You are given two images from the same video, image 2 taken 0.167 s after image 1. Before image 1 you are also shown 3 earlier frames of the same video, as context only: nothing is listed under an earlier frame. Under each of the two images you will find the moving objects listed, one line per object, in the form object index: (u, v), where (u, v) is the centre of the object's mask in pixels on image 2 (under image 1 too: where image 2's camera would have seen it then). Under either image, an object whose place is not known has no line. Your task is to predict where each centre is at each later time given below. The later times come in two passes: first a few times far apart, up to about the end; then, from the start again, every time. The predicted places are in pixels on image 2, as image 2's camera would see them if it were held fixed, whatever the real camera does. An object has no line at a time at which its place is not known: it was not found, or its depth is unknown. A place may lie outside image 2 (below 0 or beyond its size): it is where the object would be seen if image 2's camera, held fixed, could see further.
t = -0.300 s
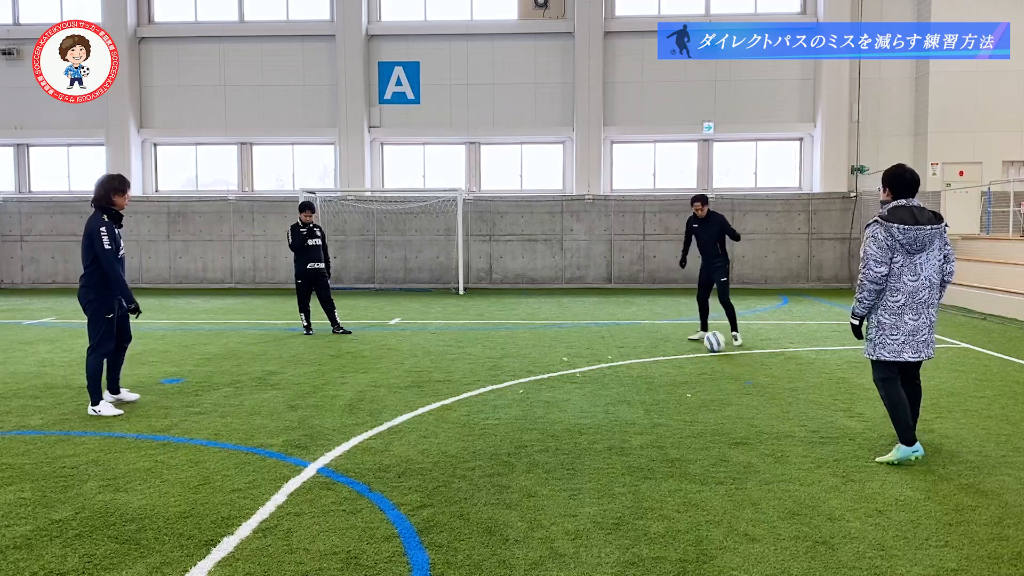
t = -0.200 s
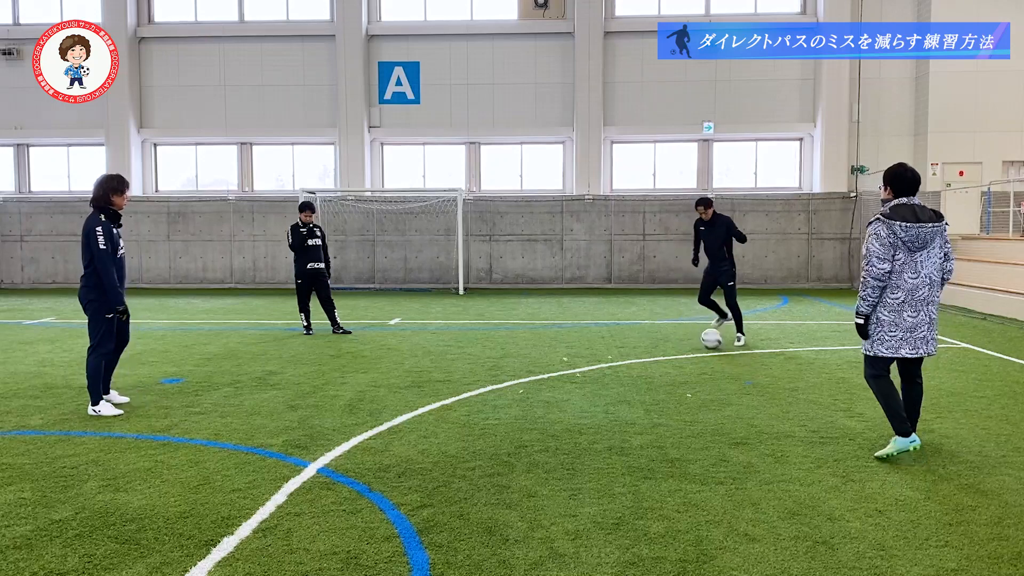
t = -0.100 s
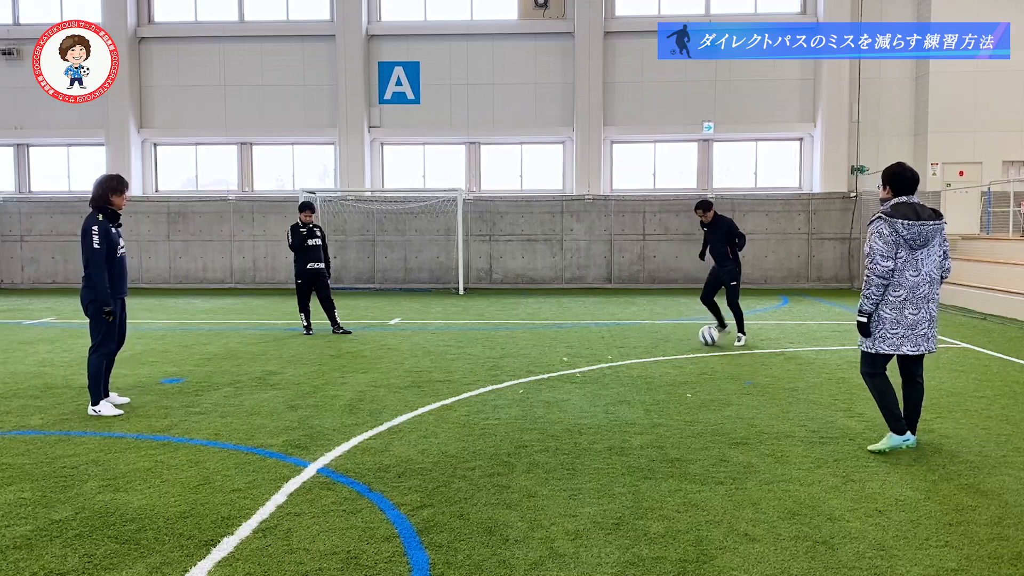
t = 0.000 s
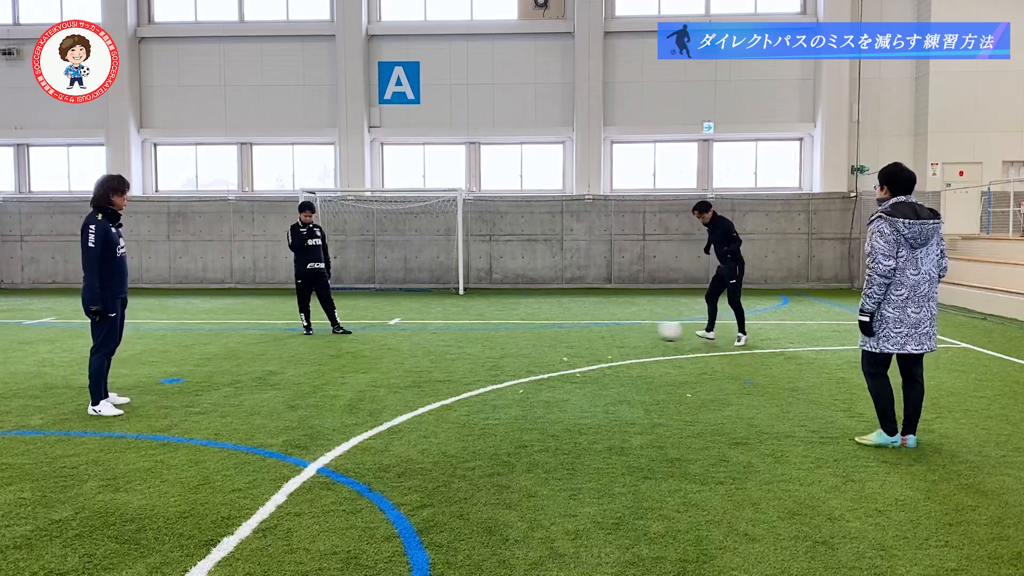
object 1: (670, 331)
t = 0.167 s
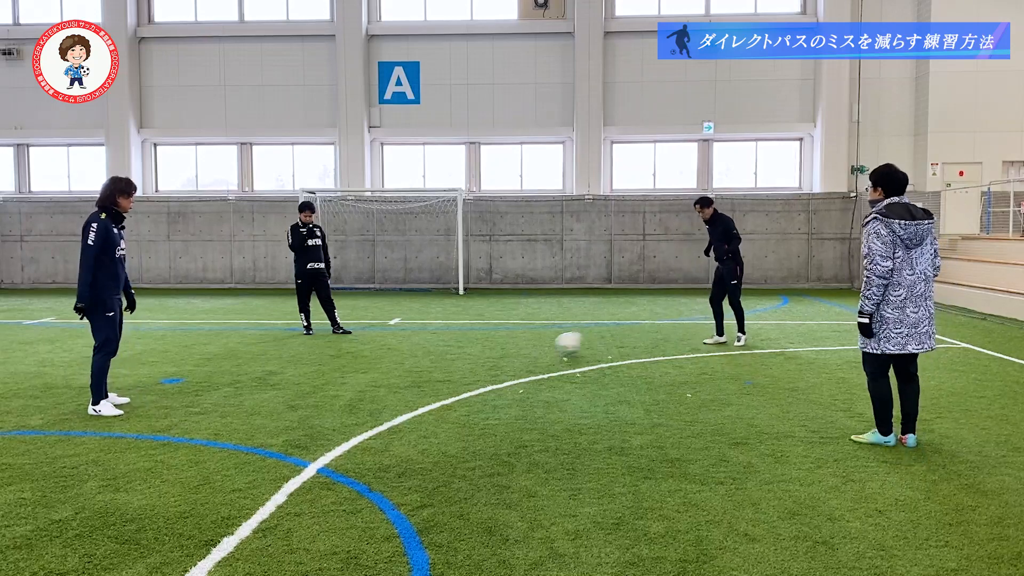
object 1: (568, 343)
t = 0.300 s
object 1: (490, 346)
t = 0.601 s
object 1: (312, 359)
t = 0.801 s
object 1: (197, 373)
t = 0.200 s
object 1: (547, 348)
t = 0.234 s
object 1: (528, 347)
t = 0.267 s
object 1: (509, 347)
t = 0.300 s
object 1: (490, 346)
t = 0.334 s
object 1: (470, 347)
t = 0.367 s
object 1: (448, 350)
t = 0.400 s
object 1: (428, 354)
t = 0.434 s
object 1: (406, 360)
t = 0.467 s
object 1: (387, 362)
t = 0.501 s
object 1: (368, 358)
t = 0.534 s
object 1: (350, 357)
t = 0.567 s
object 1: (331, 357)
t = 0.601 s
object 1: (312, 359)
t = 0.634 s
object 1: (292, 362)
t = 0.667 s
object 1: (273, 366)
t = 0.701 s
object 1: (252, 371)
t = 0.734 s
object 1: (232, 377)
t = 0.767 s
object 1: (215, 374)
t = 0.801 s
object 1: (197, 373)
